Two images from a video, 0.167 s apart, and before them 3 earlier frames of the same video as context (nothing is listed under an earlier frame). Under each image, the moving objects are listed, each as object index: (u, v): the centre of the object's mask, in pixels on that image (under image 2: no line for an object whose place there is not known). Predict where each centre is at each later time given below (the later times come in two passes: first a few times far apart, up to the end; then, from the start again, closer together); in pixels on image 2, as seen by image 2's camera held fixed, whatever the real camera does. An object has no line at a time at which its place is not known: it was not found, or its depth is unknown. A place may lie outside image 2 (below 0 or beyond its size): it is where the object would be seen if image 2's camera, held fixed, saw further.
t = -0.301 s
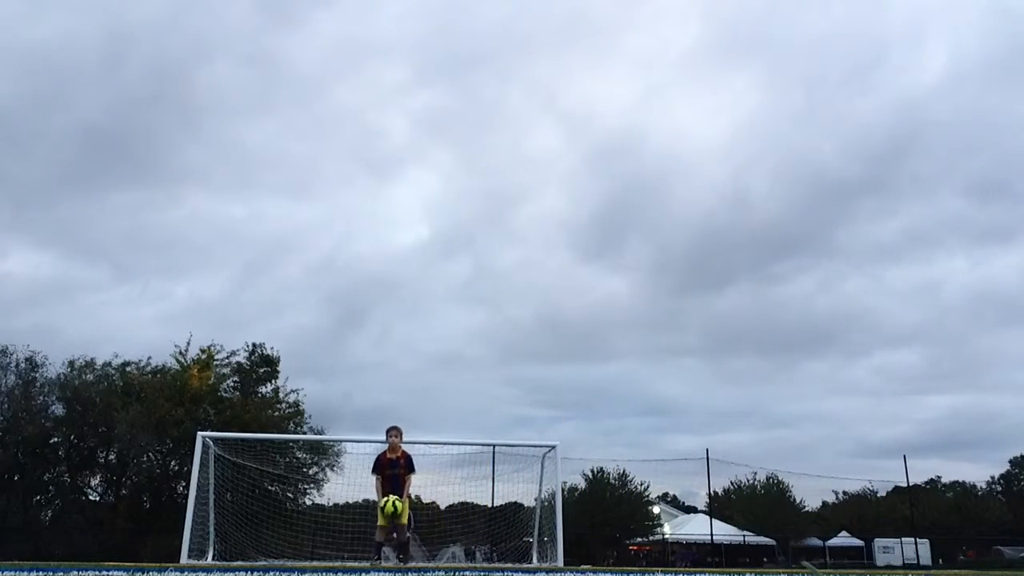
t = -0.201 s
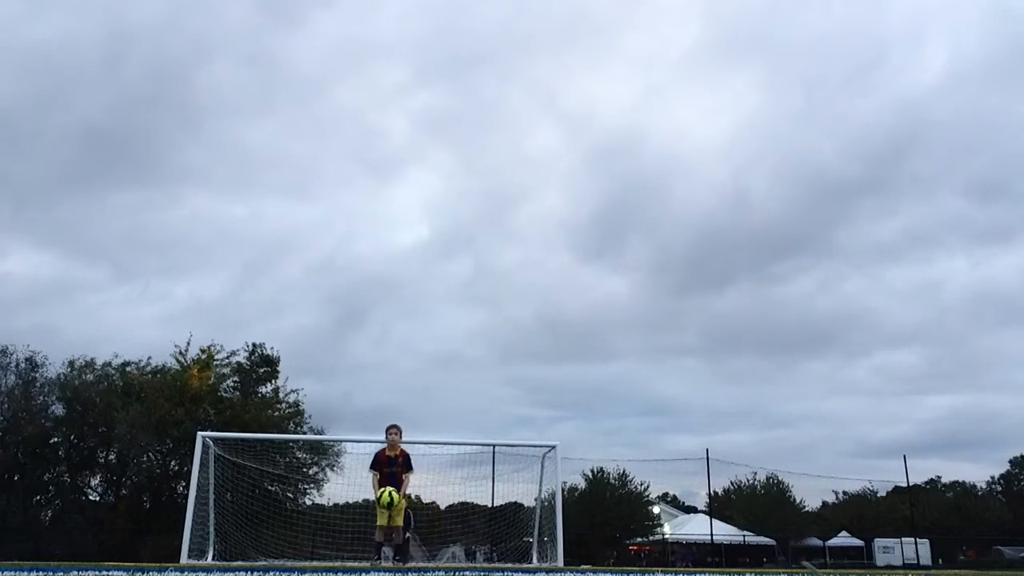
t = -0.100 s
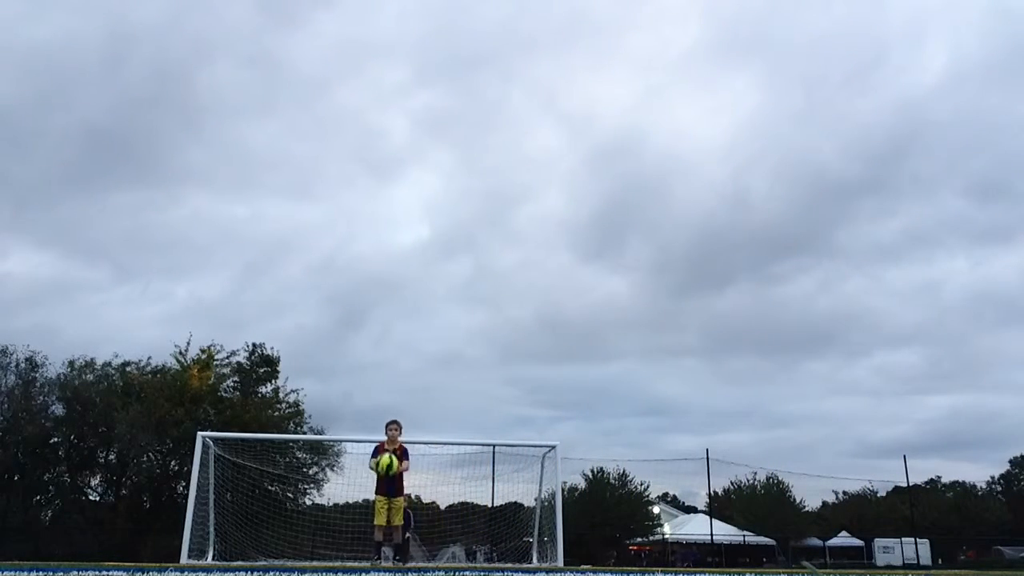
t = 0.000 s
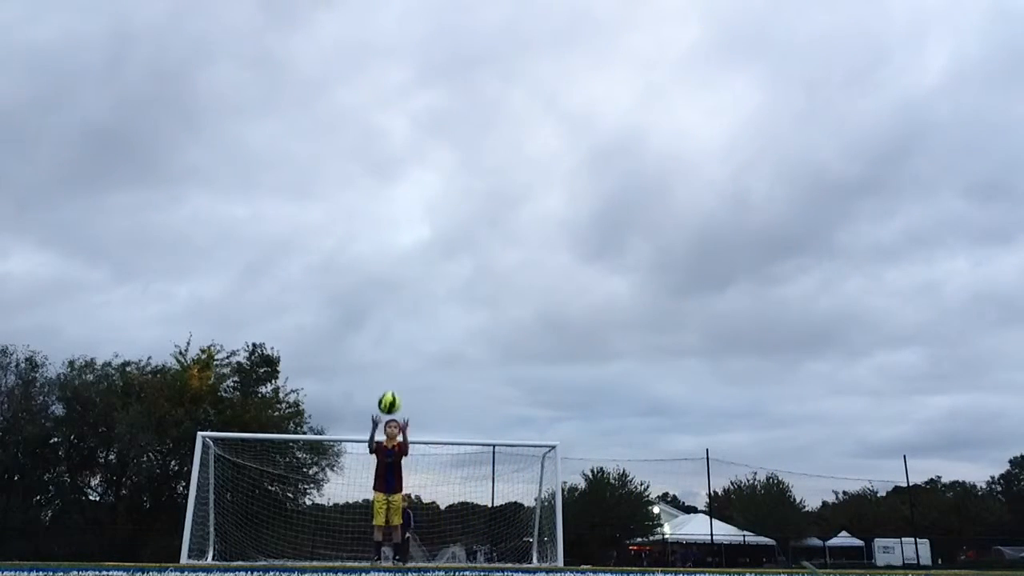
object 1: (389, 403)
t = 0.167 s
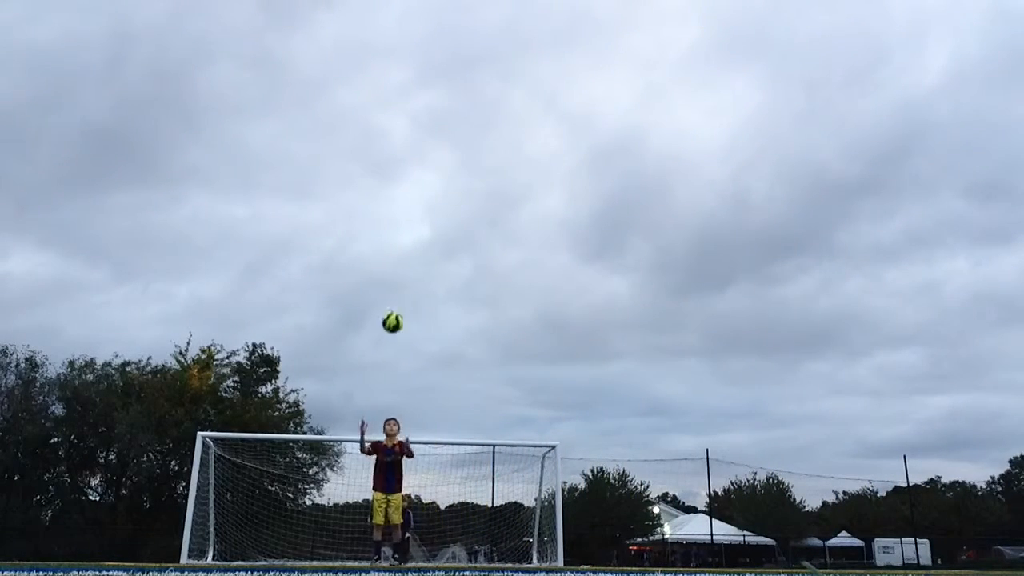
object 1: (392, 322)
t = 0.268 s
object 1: (394, 289)
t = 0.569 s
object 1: (394, 248)
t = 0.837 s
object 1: (391, 281)
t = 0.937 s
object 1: (389, 311)
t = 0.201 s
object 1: (393, 310)
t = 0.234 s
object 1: (393, 298)
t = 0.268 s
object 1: (394, 289)
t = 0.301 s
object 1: (394, 280)
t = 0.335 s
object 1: (394, 272)
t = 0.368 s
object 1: (394, 266)
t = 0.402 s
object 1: (394, 260)
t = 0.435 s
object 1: (394, 256)
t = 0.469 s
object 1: (394, 252)
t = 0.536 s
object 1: (395, 248)
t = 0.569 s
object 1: (394, 248)
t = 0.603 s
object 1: (394, 248)
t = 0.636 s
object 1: (394, 250)
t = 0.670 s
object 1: (394, 252)
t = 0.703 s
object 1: (393, 256)
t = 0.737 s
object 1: (393, 261)
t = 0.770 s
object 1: (392, 267)
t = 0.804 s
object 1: (392, 273)
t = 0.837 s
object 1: (391, 281)
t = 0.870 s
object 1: (390, 290)
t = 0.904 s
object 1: (390, 300)
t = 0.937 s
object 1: (389, 311)
